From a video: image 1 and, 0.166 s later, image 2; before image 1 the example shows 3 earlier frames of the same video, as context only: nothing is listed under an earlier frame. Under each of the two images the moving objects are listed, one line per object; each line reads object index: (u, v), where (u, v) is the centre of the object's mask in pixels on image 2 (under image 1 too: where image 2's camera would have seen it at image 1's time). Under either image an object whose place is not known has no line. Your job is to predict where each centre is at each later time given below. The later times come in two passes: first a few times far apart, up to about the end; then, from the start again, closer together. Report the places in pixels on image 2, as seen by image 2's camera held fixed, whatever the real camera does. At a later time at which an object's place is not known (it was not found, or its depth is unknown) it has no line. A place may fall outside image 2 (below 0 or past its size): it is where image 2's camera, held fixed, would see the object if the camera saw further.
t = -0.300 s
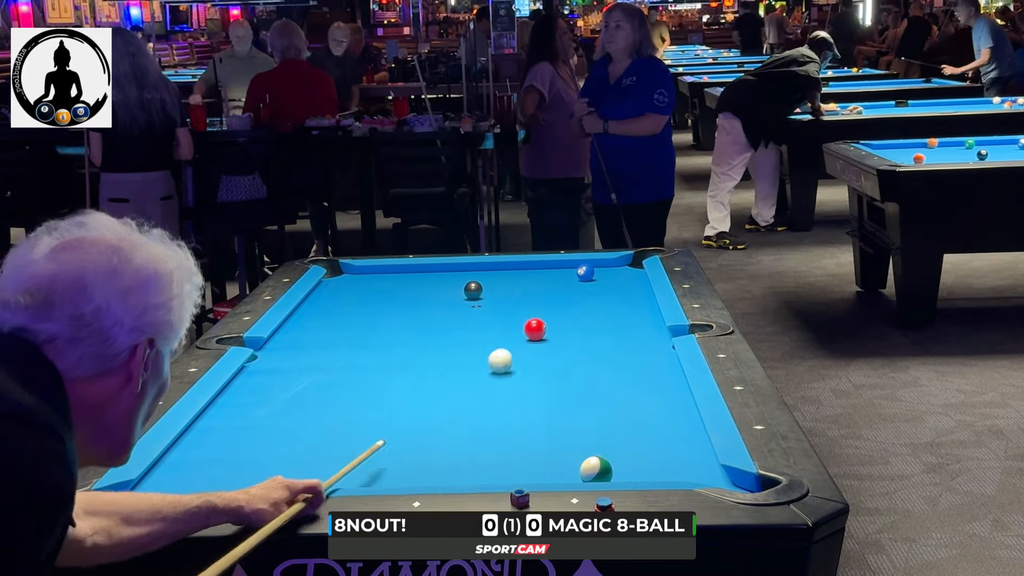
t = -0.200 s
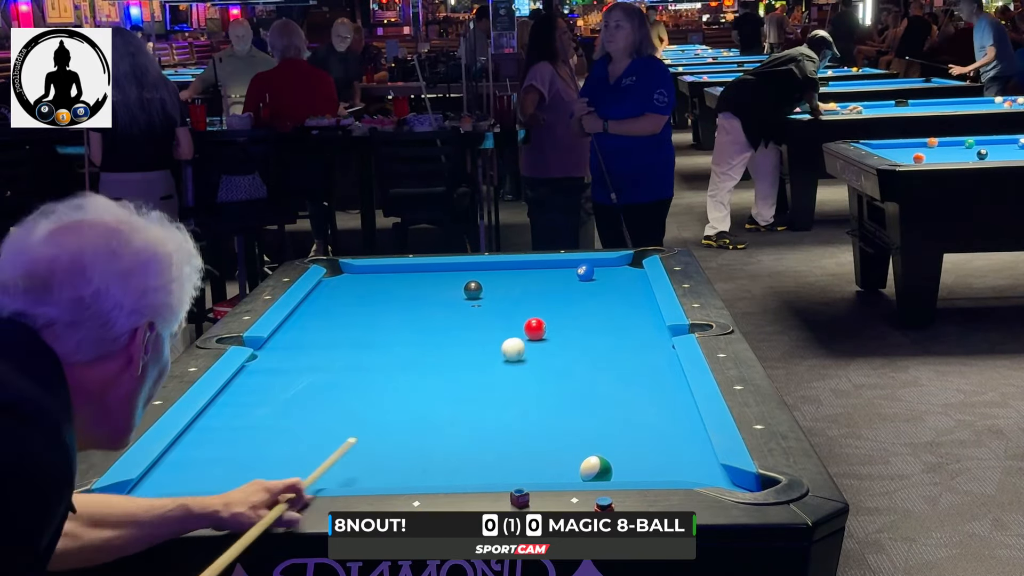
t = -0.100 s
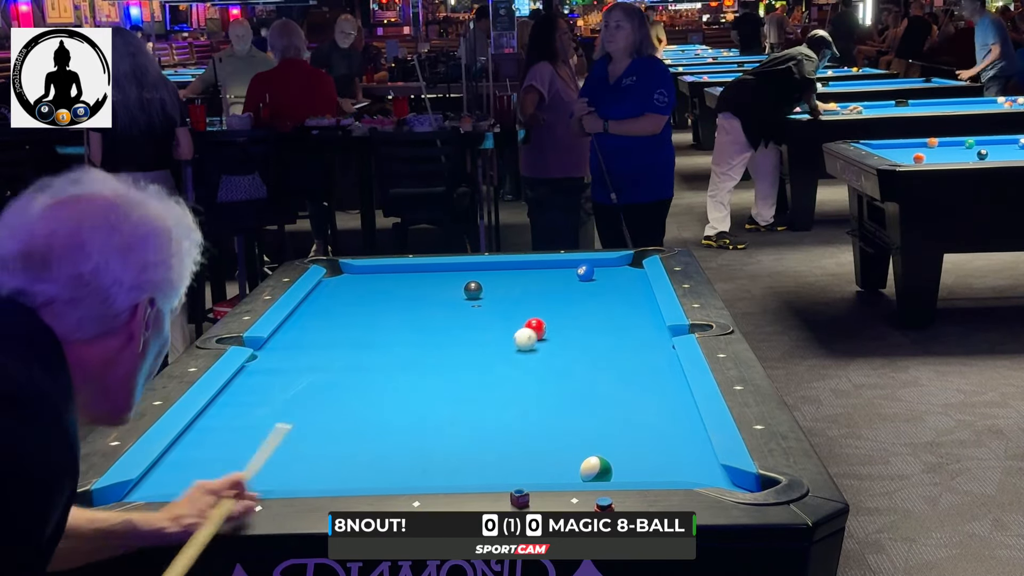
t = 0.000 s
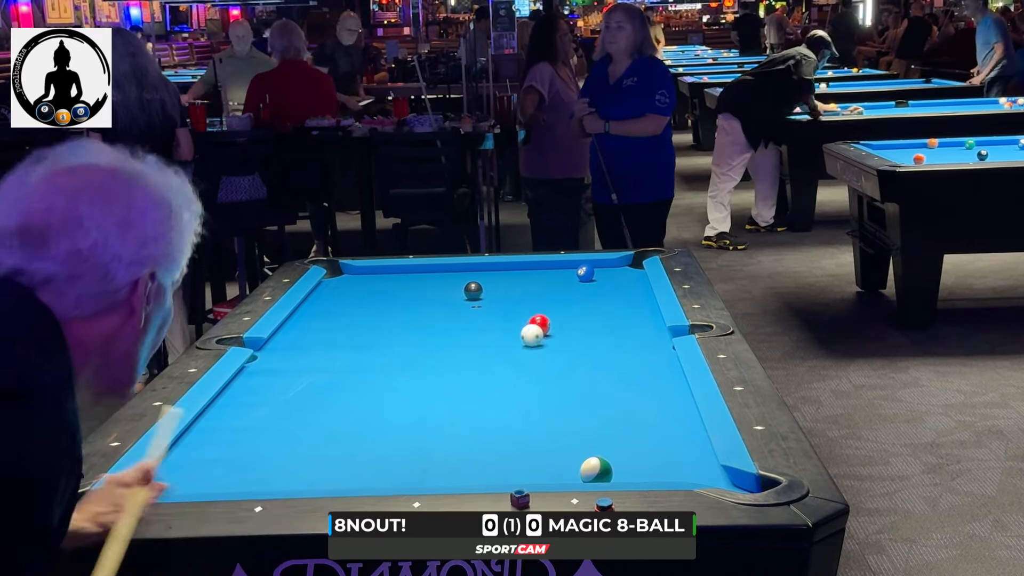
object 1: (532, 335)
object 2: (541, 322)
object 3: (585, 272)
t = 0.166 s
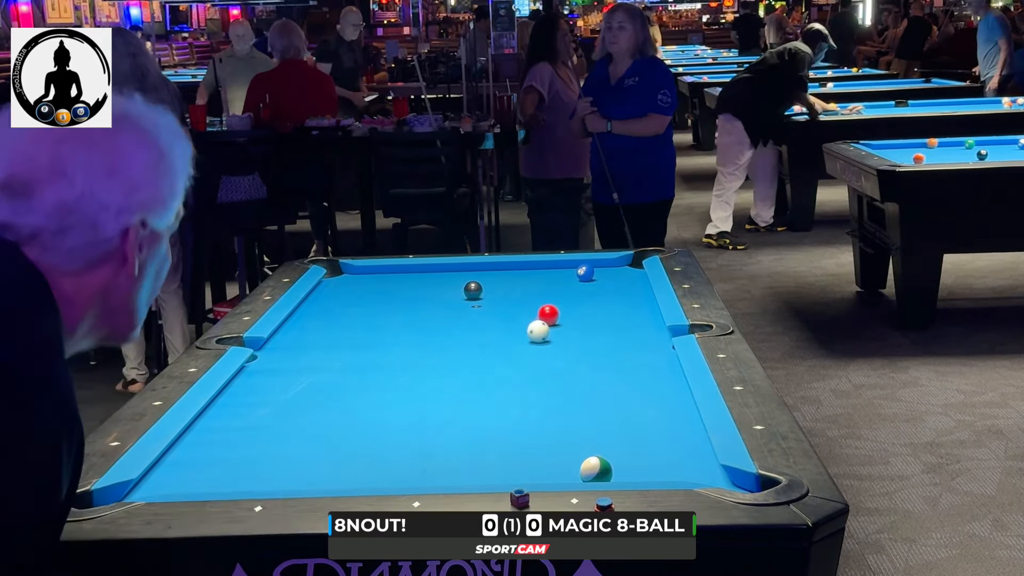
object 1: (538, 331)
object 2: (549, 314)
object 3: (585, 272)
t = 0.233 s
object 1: (540, 330)
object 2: (552, 311)
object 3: (585, 273)
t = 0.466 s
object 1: (549, 325)
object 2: (562, 300)
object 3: (585, 272)
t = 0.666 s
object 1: (555, 322)
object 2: (571, 291)
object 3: (585, 272)
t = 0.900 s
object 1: (562, 318)
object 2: (579, 282)
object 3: (587, 270)
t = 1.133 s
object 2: (587, 275)
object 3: (581, 266)
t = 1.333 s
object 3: (583, 265)
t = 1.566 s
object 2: (600, 272)
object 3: (586, 263)
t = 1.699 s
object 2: (603, 271)
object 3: (587, 264)
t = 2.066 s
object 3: (585, 265)
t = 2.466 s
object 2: (616, 267)
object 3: (587, 273)
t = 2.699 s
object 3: (588, 274)
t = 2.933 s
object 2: (618, 268)
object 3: (589, 275)
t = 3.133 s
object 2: (618, 267)
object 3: (589, 275)
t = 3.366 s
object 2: (618, 267)
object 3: (589, 277)
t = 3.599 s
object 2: (618, 267)
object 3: (589, 277)
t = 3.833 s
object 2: (618, 267)
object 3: (588, 277)
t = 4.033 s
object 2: (618, 267)
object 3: (588, 277)
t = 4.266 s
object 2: (618, 267)
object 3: (589, 277)
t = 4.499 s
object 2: (618, 267)
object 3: (589, 277)
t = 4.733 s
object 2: (618, 267)
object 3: (589, 277)
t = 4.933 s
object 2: (618, 267)
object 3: (589, 277)
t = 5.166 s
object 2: (618, 267)
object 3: (589, 277)
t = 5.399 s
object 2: (618, 267)
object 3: (589, 277)
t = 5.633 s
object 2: (618, 267)
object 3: (589, 277)
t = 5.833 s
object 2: (618, 267)
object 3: (589, 277)
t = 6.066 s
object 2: (618, 267)
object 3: (589, 277)
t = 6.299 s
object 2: (618, 267)
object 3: (589, 277)
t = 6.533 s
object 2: (618, 267)
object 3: (589, 277)
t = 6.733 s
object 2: (618, 267)
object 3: (589, 277)
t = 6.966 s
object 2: (618, 267)
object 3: (589, 277)
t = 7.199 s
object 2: (618, 267)
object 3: (589, 277)
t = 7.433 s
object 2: (618, 267)
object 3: (589, 277)
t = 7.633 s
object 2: (618, 267)
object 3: (589, 277)
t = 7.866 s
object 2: (618, 267)
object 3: (589, 277)
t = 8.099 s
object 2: (618, 267)
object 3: (589, 277)
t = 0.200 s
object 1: (539, 331)
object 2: (550, 313)
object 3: (585, 273)
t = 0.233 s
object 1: (540, 330)
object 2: (552, 311)
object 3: (585, 273)
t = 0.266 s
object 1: (542, 329)
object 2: (553, 310)
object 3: (585, 273)
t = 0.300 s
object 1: (543, 329)
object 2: (555, 308)
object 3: (585, 272)
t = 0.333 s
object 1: (544, 328)
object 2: (557, 306)
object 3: (585, 272)
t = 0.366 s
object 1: (545, 327)
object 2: (558, 305)
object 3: (585, 272)
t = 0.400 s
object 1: (547, 326)
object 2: (560, 303)
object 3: (585, 272)
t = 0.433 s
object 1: (548, 326)
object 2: (561, 301)
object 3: (585, 272)
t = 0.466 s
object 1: (549, 325)
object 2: (562, 300)
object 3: (585, 272)
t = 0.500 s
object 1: (550, 325)
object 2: (564, 298)
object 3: (585, 272)
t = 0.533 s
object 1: (551, 324)
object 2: (565, 297)
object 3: (585, 273)
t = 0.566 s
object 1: (552, 324)
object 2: (567, 295)
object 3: (585, 273)
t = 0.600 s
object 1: (553, 323)
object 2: (568, 294)
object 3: (585, 273)
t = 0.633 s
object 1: (554, 322)
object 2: (569, 292)
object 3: (585, 273)
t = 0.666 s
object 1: (555, 322)
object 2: (571, 291)
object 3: (585, 272)
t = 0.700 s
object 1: (556, 321)
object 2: (572, 289)
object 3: (585, 273)
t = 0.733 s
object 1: (557, 321)
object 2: (573, 288)
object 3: (585, 272)
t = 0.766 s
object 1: (558, 320)
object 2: (575, 287)
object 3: (585, 272)
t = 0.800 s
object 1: (559, 320)
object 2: (576, 285)
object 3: (586, 272)
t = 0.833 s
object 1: (560, 320)
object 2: (577, 284)
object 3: (586, 271)
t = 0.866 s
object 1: (561, 319)
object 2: (578, 283)
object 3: (586, 271)
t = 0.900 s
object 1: (562, 318)
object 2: (579, 282)
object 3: (587, 270)
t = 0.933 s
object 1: (563, 317)
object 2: (581, 280)
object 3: (586, 270)
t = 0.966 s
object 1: (564, 317)
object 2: (582, 279)
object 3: (586, 269)
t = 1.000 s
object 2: (583, 277)
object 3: (586, 267)
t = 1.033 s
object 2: (584, 276)
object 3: (586, 267)
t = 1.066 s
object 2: (585, 275)
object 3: (585, 266)
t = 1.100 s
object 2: (586, 275)
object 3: (583, 266)
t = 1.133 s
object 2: (587, 275)
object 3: (581, 266)
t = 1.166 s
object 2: (588, 275)
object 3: (581, 265)
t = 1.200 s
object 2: (589, 275)
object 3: (582, 265)
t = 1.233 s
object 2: (590, 274)
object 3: (581, 266)
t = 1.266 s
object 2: (591, 272)
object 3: (582, 267)
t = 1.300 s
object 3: (583, 266)
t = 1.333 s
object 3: (583, 265)
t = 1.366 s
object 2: (593, 272)
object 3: (585, 264)
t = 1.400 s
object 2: (595, 272)
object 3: (584, 265)
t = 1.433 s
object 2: (596, 272)
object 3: (585, 264)
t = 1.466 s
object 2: (597, 273)
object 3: (585, 263)
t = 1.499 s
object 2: (598, 272)
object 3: (585, 263)
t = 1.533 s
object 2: (599, 272)
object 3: (586, 263)
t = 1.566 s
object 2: (600, 272)
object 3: (586, 263)
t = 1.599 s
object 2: (601, 271)
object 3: (586, 263)
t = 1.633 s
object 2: (601, 271)
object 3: (587, 264)
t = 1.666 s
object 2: (602, 271)
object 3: (587, 264)
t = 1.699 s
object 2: (603, 271)
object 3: (587, 264)
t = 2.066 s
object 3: (585, 265)
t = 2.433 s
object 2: (614, 264)
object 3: (587, 270)
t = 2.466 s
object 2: (616, 267)
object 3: (587, 273)
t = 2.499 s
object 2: (616, 268)
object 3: (587, 273)
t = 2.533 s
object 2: (616, 268)
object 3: (588, 273)
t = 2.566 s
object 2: (616, 268)
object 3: (588, 273)
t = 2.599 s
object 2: (617, 268)
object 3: (588, 273)
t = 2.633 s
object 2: (617, 268)
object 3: (588, 273)
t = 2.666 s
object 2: (617, 268)
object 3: (588, 274)
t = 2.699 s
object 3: (588, 274)
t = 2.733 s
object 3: (587, 274)
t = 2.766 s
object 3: (586, 273)
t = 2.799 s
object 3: (588, 274)
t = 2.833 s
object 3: (588, 275)
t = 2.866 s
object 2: (618, 267)
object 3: (589, 275)
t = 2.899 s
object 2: (618, 267)
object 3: (589, 275)
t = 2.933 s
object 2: (618, 268)
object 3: (589, 275)
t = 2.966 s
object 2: (618, 268)
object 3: (589, 275)
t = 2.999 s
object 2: (619, 267)
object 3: (589, 276)
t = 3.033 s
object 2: (618, 267)
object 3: (589, 276)
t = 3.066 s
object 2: (618, 267)
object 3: (589, 276)
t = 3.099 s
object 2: (618, 267)
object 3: (589, 276)
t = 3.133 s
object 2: (618, 267)
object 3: (589, 275)
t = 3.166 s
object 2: (618, 267)
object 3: (589, 276)
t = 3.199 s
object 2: (618, 267)
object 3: (589, 276)
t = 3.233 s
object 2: (618, 267)
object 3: (589, 277)
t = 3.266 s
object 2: (618, 267)
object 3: (589, 276)
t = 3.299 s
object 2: (618, 267)
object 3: (589, 276)
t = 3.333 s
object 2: (618, 267)
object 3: (589, 277)
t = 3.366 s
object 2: (618, 267)
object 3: (589, 277)
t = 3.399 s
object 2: (618, 267)
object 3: (589, 277)
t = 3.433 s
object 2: (618, 267)
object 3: (589, 277)
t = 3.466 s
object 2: (618, 267)
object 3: (589, 277)
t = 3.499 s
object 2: (618, 267)
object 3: (589, 277)
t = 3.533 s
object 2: (618, 267)
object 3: (589, 277)
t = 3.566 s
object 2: (618, 267)
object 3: (589, 277)
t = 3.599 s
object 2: (618, 267)
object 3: (589, 277)
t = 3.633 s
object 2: (618, 267)
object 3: (589, 277)
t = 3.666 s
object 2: (618, 267)
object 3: (588, 277)
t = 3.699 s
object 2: (618, 267)
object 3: (588, 277)
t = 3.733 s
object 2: (618, 267)
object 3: (588, 277)
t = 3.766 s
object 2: (618, 267)
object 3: (588, 277)
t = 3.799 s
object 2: (618, 267)
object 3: (588, 277)
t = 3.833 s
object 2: (618, 267)
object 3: (588, 277)
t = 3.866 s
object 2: (618, 267)
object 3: (588, 277)
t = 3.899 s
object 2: (618, 267)
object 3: (588, 277)
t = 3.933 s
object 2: (618, 267)
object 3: (588, 277)
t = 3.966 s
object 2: (618, 267)
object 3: (588, 277)
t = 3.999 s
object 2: (618, 267)
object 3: (588, 277)
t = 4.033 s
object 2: (618, 267)
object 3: (588, 277)
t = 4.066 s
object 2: (618, 267)
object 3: (588, 277)
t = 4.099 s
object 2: (618, 267)
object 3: (589, 277)
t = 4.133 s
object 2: (618, 267)
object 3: (589, 277)
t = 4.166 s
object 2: (618, 267)
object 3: (588, 277)
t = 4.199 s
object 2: (618, 267)
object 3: (589, 277)
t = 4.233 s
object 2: (618, 267)
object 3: (588, 277)
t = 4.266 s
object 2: (618, 267)
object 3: (589, 277)
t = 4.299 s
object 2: (618, 267)
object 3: (589, 277)
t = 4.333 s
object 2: (618, 267)
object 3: (589, 277)
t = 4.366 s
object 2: (618, 267)
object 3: (589, 277)
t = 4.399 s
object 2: (618, 267)
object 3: (589, 277)
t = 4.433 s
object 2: (618, 267)
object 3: (589, 277)
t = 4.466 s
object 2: (618, 267)
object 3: (589, 277)
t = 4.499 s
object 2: (618, 267)
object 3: (589, 277)
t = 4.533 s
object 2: (618, 267)
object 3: (589, 277)
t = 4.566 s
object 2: (618, 267)
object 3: (589, 277)
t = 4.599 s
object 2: (618, 267)
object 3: (589, 277)
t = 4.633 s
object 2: (618, 267)
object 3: (589, 277)
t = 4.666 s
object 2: (618, 267)
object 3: (589, 277)
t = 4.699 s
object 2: (618, 267)
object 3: (589, 277)
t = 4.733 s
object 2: (618, 267)
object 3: (589, 277)
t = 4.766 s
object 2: (618, 267)
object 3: (589, 277)
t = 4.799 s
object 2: (618, 267)
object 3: (589, 277)
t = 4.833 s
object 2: (618, 267)
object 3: (589, 277)
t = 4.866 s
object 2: (618, 267)
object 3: (589, 277)
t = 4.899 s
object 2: (618, 267)
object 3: (589, 277)
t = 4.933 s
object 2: (618, 267)
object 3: (589, 277)
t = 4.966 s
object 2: (618, 267)
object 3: (589, 277)
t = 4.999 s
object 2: (618, 267)
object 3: (589, 277)
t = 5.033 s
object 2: (618, 267)
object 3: (589, 277)
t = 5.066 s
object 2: (618, 267)
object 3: (589, 277)
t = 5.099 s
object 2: (618, 267)
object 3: (589, 277)
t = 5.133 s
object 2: (618, 267)
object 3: (589, 277)
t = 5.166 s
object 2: (618, 267)
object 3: (589, 277)
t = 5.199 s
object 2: (618, 267)
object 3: (589, 277)
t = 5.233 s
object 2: (618, 267)
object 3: (589, 277)
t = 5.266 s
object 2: (618, 267)
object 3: (589, 277)
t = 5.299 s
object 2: (618, 267)
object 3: (589, 277)
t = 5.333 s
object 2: (618, 267)
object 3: (589, 277)
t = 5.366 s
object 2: (618, 267)
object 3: (589, 277)
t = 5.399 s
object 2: (618, 267)
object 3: (589, 277)
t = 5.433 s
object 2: (618, 267)
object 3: (589, 277)
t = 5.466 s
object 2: (618, 267)
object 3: (589, 277)
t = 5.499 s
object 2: (618, 267)
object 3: (589, 277)
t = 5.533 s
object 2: (618, 267)
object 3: (589, 277)
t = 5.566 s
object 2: (618, 267)
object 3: (589, 277)
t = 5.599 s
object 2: (618, 267)
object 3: (589, 277)
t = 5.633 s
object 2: (618, 267)
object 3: (589, 277)
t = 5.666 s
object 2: (618, 267)
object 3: (589, 277)
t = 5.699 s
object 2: (618, 267)
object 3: (589, 277)
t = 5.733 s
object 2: (618, 267)
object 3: (589, 277)
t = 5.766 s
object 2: (618, 267)
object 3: (589, 277)
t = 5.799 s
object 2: (618, 267)
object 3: (589, 277)
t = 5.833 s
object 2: (618, 267)
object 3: (589, 277)
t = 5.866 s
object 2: (618, 267)
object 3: (589, 277)
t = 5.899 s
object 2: (618, 267)
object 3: (589, 277)
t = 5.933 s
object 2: (618, 267)
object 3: (589, 277)
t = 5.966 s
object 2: (618, 267)
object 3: (589, 277)
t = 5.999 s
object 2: (618, 267)
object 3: (589, 277)
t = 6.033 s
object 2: (618, 267)
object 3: (589, 277)
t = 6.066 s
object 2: (618, 267)
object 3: (589, 277)
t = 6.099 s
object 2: (618, 267)
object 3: (589, 277)
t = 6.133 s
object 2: (618, 267)
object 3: (589, 277)
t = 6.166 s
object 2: (618, 267)
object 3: (589, 277)
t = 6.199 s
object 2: (618, 267)
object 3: (589, 277)
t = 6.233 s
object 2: (618, 267)
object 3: (589, 277)
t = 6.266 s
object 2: (618, 267)
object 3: (589, 277)
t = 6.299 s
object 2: (618, 267)
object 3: (589, 277)
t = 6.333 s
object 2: (618, 267)
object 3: (589, 277)
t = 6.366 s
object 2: (618, 267)
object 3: (589, 277)
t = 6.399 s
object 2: (618, 267)
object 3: (589, 277)
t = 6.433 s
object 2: (618, 267)
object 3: (589, 277)
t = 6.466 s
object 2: (618, 267)
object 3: (589, 277)
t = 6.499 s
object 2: (618, 267)
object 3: (589, 277)
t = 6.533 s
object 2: (618, 267)
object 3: (589, 277)
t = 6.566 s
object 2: (618, 267)
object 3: (589, 277)
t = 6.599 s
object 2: (618, 267)
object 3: (589, 277)
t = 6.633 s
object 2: (618, 267)
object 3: (589, 277)
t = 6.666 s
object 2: (618, 267)
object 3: (589, 277)
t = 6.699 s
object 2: (618, 267)
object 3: (589, 277)
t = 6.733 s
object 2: (618, 267)
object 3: (589, 277)
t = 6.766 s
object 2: (618, 267)
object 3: (589, 277)
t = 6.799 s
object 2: (618, 267)
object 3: (589, 277)
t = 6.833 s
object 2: (618, 267)
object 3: (589, 277)
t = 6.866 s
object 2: (618, 267)
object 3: (588, 277)
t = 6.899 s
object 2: (618, 267)
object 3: (589, 277)
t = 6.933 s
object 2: (618, 267)
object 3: (589, 277)
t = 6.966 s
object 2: (618, 267)
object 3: (589, 277)
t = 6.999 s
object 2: (618, 267)
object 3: (589, 277)
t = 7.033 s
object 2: (618, 267)
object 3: (589, 277)
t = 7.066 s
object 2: (618, 267)
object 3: (588, 277)
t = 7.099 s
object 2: (618, 267)
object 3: (588, 277)
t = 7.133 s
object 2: (618, 267)
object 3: (588, 277)
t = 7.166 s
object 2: (618, 267)
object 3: (589, 277)
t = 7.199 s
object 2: (618, 267)
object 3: (589, 277)
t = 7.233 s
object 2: (618, 267)
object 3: (588, 277)
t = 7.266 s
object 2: (618, 267)
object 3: (589, 277)
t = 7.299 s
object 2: (618, 267)
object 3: (589, 277)
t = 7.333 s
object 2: (618, 267)
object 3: (589, 277)
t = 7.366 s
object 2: (618, 267)
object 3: (589, 277)
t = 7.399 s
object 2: (618, 267)
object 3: (589, 277)
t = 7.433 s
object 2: (618, 267)
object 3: (589, 277)
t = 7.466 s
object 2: (618, 267)
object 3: (589, 277)
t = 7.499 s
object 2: (618, 267)
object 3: (589, 277)
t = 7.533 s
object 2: (618, 267)
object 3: (589, 277)
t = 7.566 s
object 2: (618, 267)
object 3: (589, 277)
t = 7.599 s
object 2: (618, 267)
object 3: (589, 277)
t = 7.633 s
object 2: (618, 267)
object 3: (589, 277)
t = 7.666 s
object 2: (618, 267)
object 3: (589, 277)
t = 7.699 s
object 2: (618, 267)
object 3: (589, 277)
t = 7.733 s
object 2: (618, 267)
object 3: (589, 277)
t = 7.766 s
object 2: (618, 267)
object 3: (589, 277)
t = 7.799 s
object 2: (618, 267)
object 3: (589, 277)
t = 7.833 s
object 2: (618, 267)
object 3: (589, 277)
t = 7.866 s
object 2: (618, 267)
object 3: (589, 277)
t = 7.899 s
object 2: (618, 267)
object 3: (589, 277)
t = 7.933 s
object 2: (618, 267)
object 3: (589, 277)
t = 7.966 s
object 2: (618, 267)
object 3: (589, 277)
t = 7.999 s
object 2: (618, 267)
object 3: (589, 277)
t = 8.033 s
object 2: (618, 267)
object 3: (589, 277)
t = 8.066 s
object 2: (618, 267)
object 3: (589, 277)
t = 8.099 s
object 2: (618, 267)
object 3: (589, 277)
